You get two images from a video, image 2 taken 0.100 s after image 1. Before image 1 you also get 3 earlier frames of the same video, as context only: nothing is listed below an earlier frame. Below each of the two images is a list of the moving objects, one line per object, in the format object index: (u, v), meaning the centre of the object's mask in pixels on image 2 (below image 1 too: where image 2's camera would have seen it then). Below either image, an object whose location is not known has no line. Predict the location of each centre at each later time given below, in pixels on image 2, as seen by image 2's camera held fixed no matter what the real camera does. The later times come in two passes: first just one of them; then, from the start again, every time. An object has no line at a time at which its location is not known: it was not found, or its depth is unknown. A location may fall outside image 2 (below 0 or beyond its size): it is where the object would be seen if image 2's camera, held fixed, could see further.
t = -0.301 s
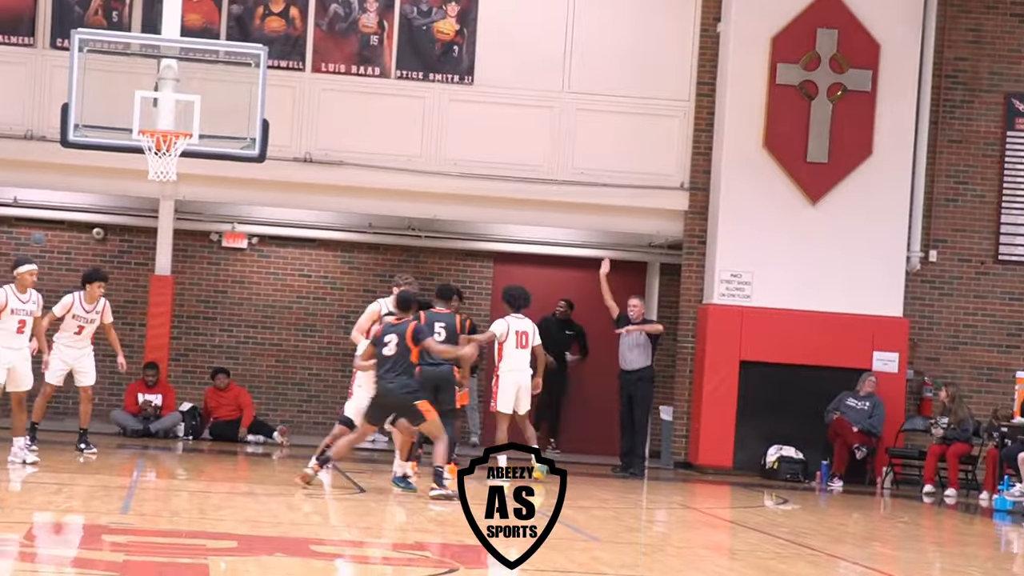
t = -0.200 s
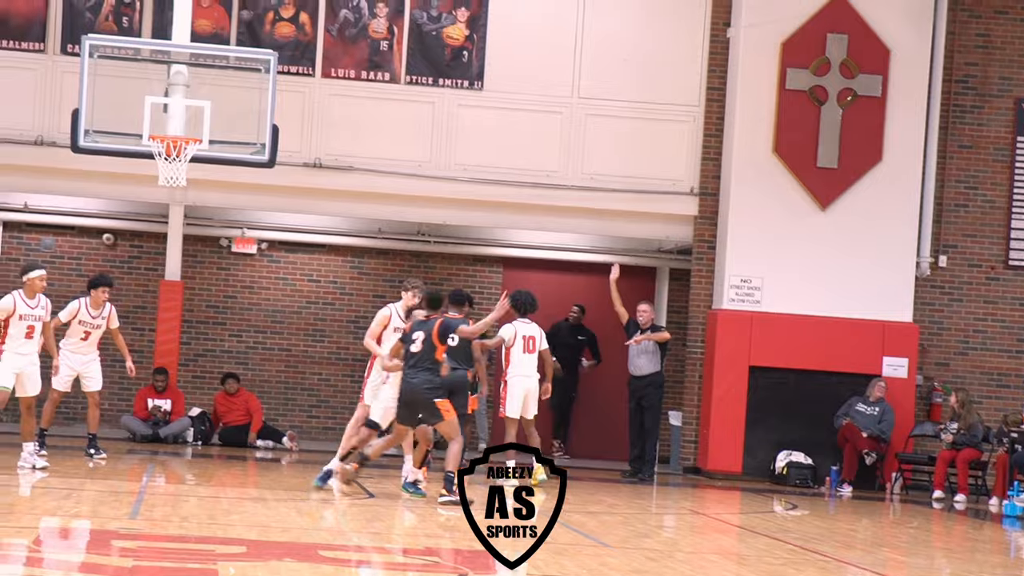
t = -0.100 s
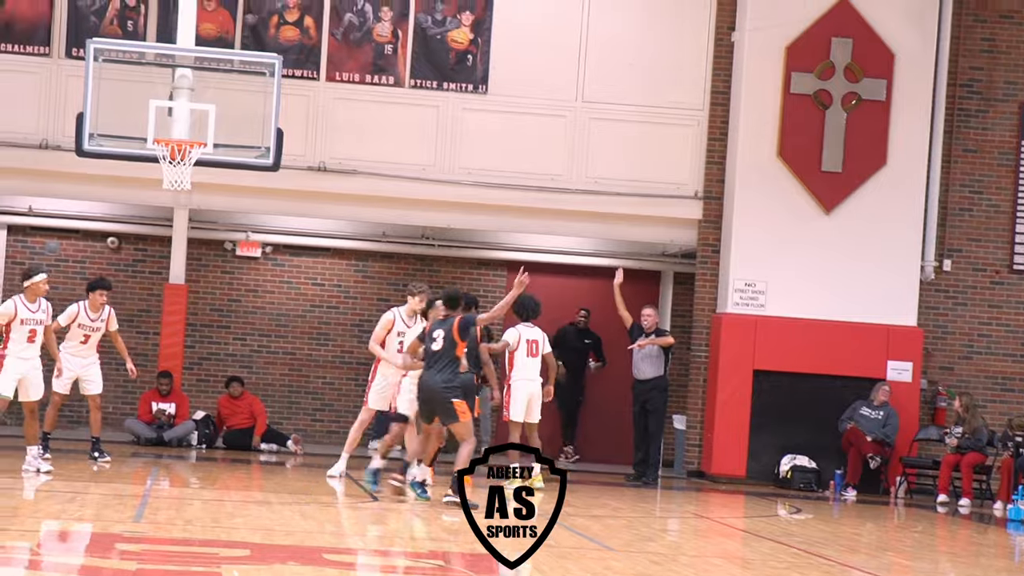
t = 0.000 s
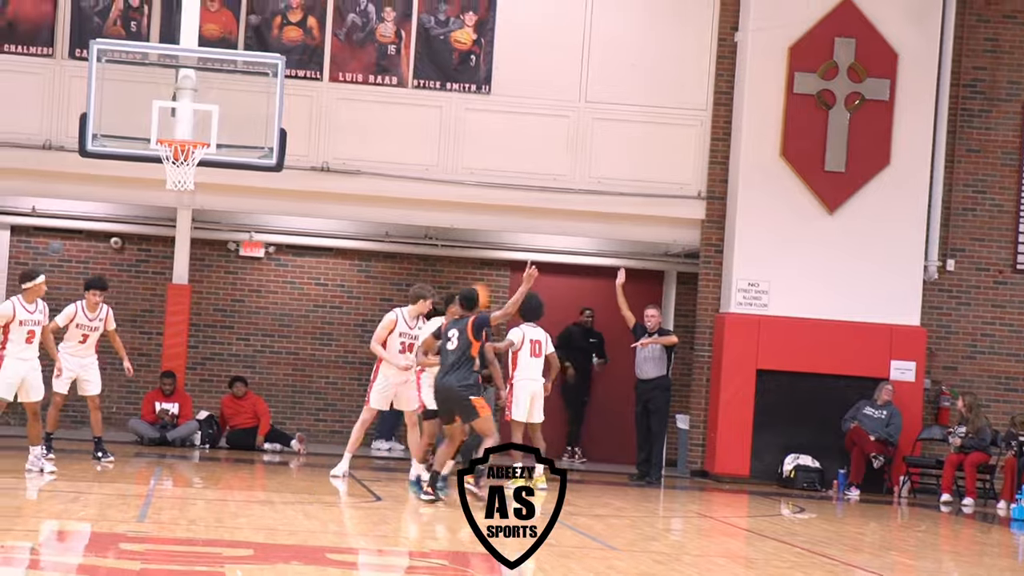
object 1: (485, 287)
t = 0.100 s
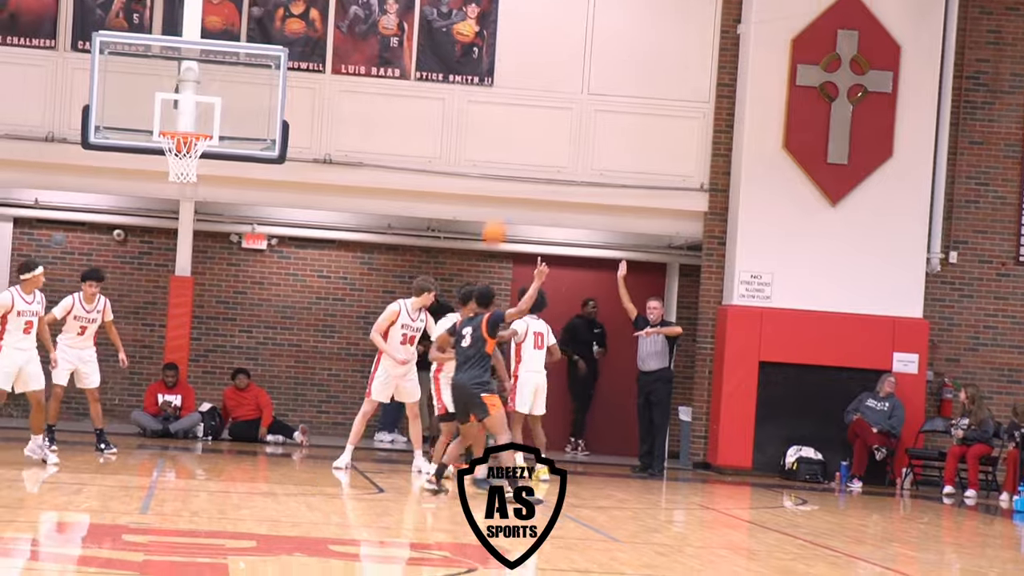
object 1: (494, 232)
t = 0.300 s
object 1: (520, 142)
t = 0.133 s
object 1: (498, 216)
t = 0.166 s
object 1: (501, 199)
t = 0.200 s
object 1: (506, 184)
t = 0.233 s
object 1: (510, 169)
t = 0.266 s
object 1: (515, 156)
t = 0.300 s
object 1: (520, 142)
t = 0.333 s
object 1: (525, 129)
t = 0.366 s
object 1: (529, 117)
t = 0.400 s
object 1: (533, 107)
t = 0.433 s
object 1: (538, 98)
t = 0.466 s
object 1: (542, 92)
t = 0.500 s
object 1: (547, 84)
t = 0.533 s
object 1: (551, 76)
